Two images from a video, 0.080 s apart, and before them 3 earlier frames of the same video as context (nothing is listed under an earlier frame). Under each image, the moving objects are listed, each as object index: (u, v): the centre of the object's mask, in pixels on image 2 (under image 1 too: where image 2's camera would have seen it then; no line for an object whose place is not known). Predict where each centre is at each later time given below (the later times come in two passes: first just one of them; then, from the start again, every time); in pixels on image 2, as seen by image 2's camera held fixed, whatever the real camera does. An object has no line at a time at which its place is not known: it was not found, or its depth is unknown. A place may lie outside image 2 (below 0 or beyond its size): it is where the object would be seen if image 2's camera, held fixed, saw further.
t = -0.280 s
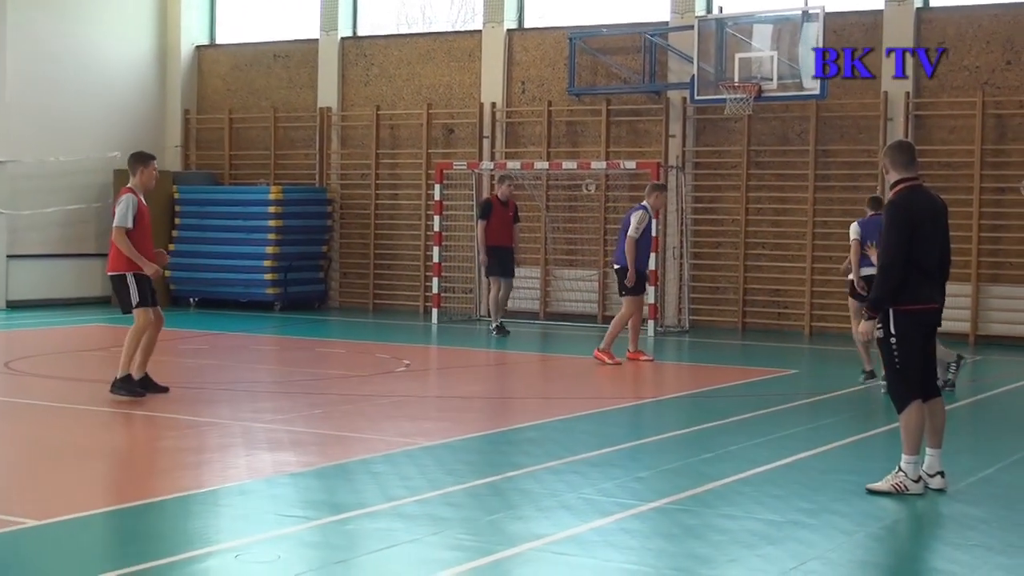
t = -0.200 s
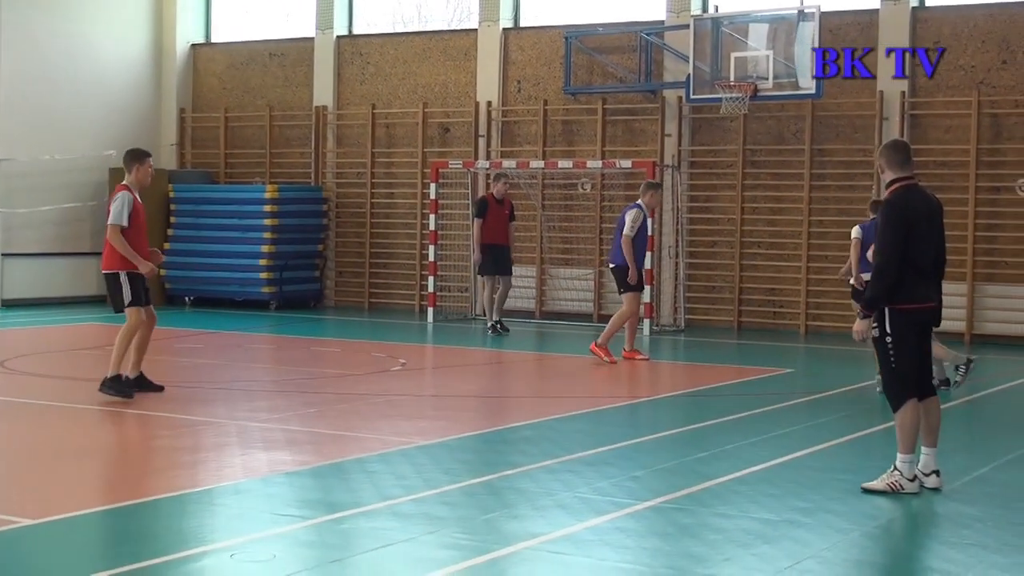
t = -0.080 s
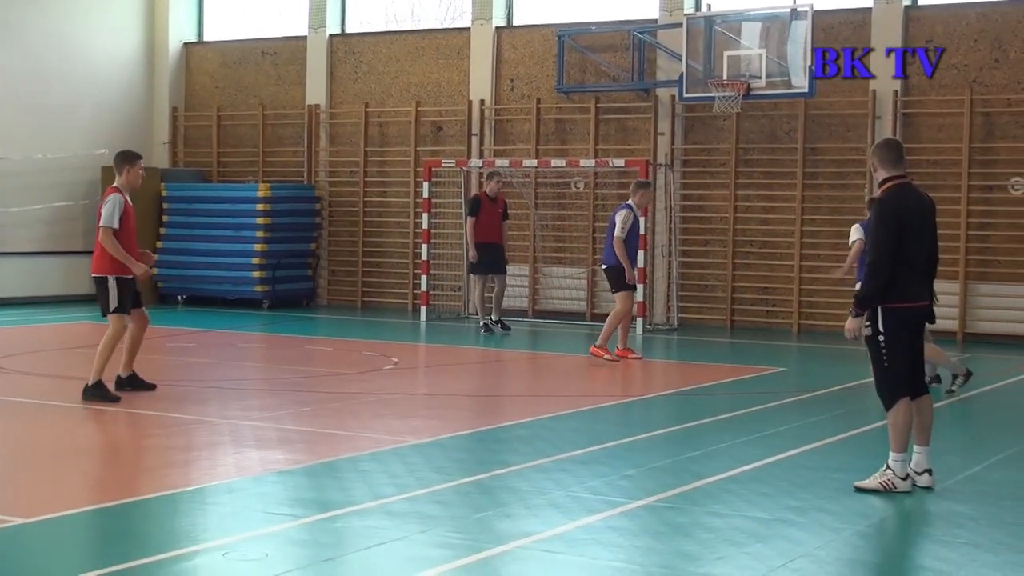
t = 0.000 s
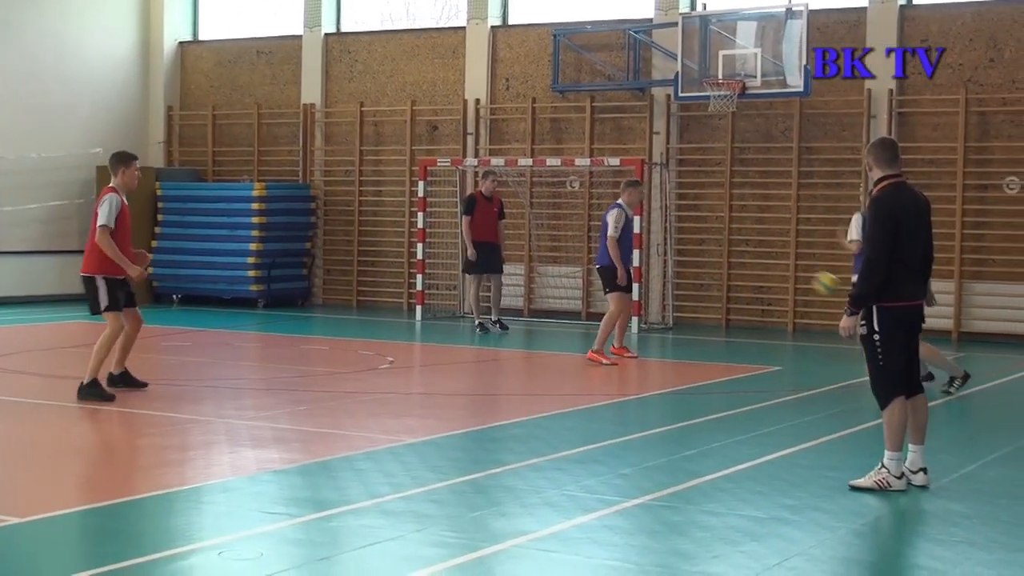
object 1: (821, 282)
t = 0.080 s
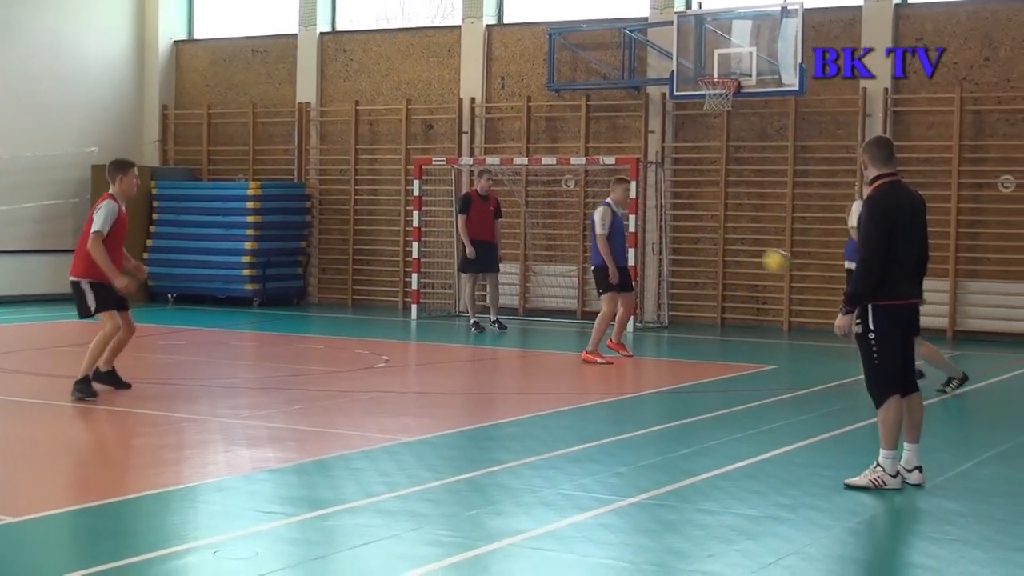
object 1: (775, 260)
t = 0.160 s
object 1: (728, 245)
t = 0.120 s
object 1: (753, 252)
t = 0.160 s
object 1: (728, 245)
